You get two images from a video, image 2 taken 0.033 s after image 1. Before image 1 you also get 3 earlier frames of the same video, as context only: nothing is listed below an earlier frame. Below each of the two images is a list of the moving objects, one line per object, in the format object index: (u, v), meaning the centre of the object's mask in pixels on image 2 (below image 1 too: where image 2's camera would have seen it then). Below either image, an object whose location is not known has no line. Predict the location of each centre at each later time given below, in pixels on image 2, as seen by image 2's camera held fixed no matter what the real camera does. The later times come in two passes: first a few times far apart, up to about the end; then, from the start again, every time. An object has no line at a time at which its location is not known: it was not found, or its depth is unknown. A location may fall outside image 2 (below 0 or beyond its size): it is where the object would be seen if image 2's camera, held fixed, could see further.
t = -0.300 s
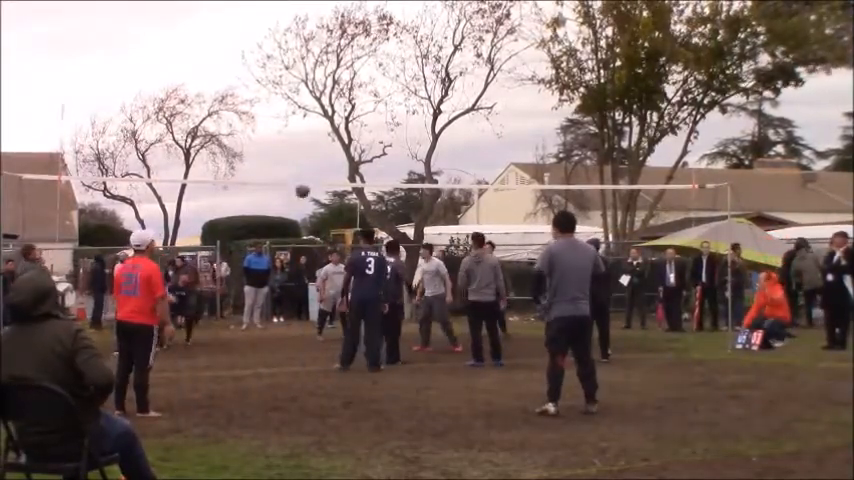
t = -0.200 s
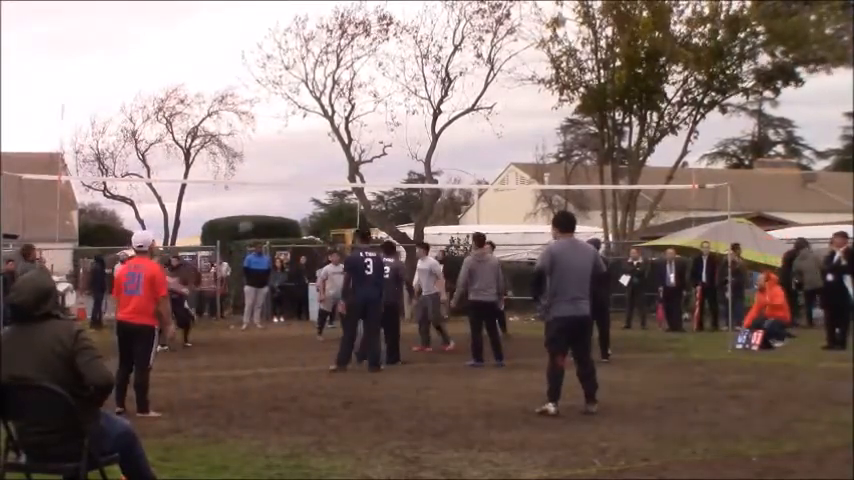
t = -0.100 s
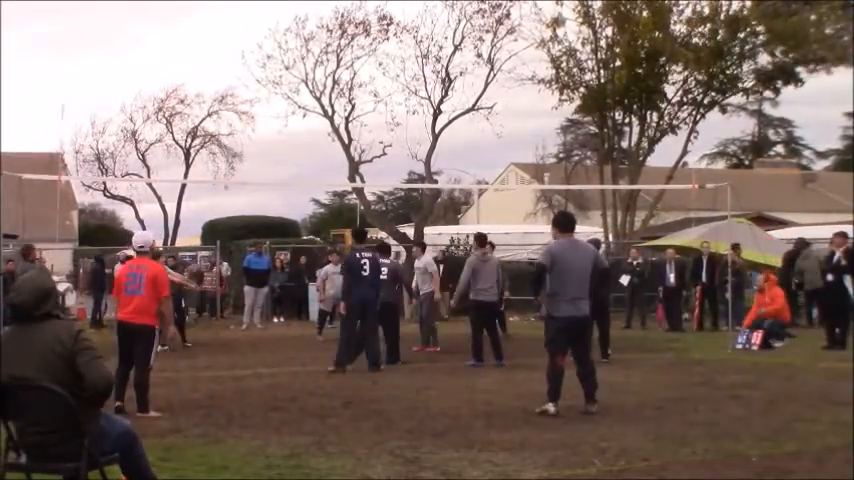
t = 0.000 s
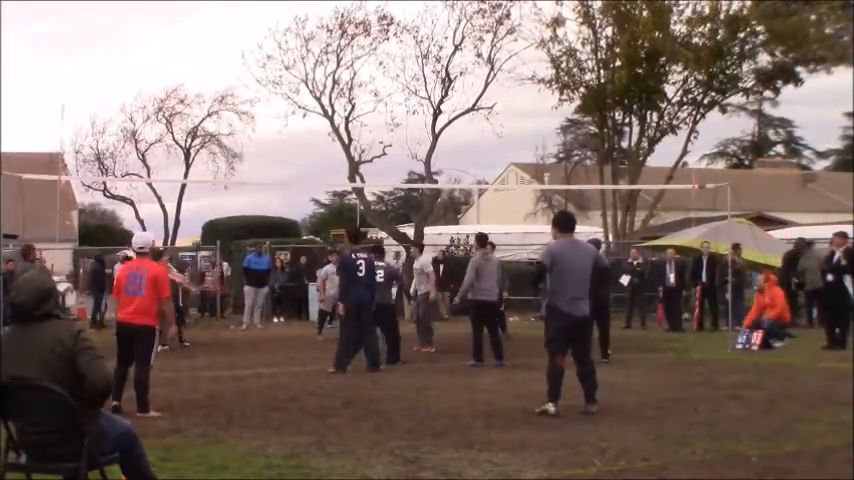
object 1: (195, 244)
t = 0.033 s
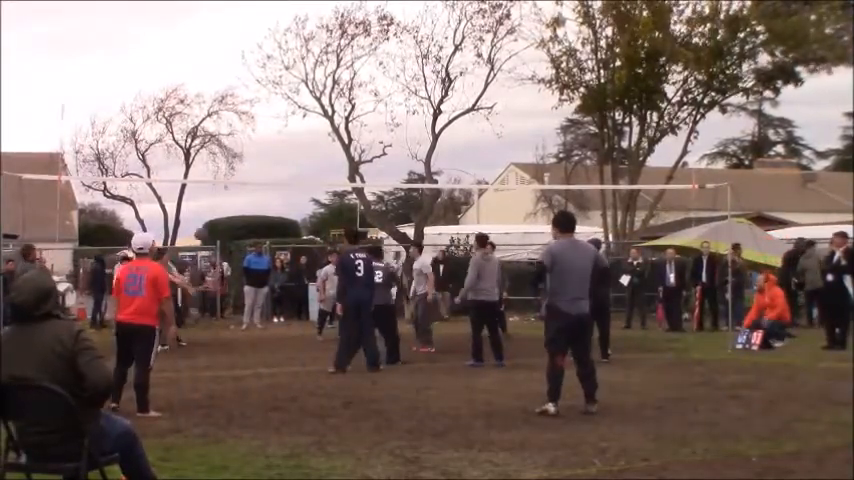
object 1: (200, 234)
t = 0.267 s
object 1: (227, 167)
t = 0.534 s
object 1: (256, 130)
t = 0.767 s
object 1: (280, 133)
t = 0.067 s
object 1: (203, 221)
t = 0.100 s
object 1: (208, 211)
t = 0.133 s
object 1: (212, 201)
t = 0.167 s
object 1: (216, 191)
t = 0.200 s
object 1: (220, 184)
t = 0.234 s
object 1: (223, 174)
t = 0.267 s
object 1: (227, 167)
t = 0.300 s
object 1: (231, 160)
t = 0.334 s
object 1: (234, 154)
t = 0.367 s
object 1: (238, 148)
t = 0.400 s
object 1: (242, 143)
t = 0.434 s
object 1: (245, 138)
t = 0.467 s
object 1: (249, 135)
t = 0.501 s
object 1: (252, 132)
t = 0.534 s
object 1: (256, 130)
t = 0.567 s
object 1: (259, 128)
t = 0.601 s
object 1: (263, 127)
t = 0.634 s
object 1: (267, 127)
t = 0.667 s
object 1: (270, 127)
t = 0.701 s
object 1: (273, 129)
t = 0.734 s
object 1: (277, 130)
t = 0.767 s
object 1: (280, 133)
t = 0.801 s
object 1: (284, 136)
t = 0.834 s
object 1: (288, 140)
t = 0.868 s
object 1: (291, 145)
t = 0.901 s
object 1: (295, 150)
